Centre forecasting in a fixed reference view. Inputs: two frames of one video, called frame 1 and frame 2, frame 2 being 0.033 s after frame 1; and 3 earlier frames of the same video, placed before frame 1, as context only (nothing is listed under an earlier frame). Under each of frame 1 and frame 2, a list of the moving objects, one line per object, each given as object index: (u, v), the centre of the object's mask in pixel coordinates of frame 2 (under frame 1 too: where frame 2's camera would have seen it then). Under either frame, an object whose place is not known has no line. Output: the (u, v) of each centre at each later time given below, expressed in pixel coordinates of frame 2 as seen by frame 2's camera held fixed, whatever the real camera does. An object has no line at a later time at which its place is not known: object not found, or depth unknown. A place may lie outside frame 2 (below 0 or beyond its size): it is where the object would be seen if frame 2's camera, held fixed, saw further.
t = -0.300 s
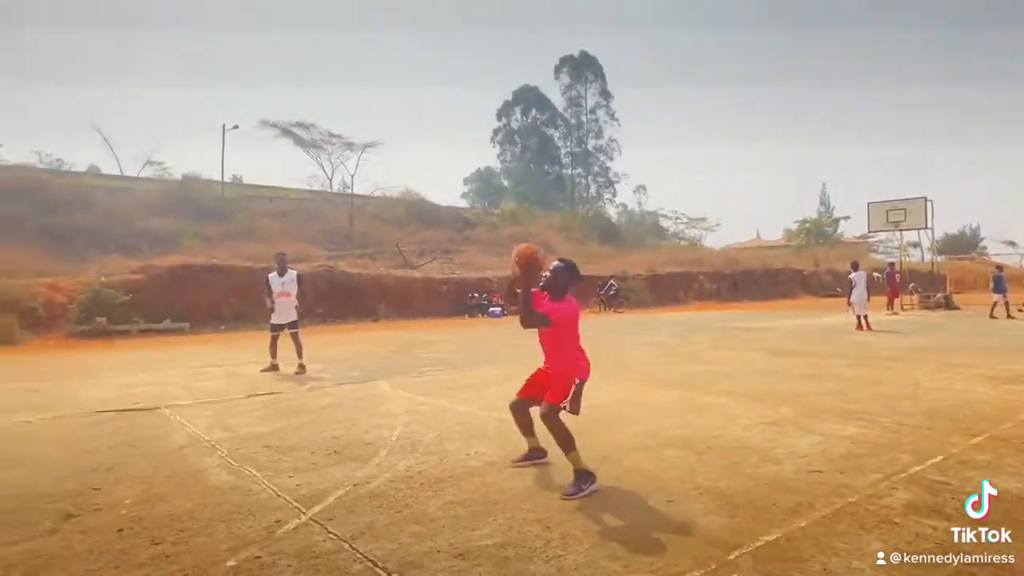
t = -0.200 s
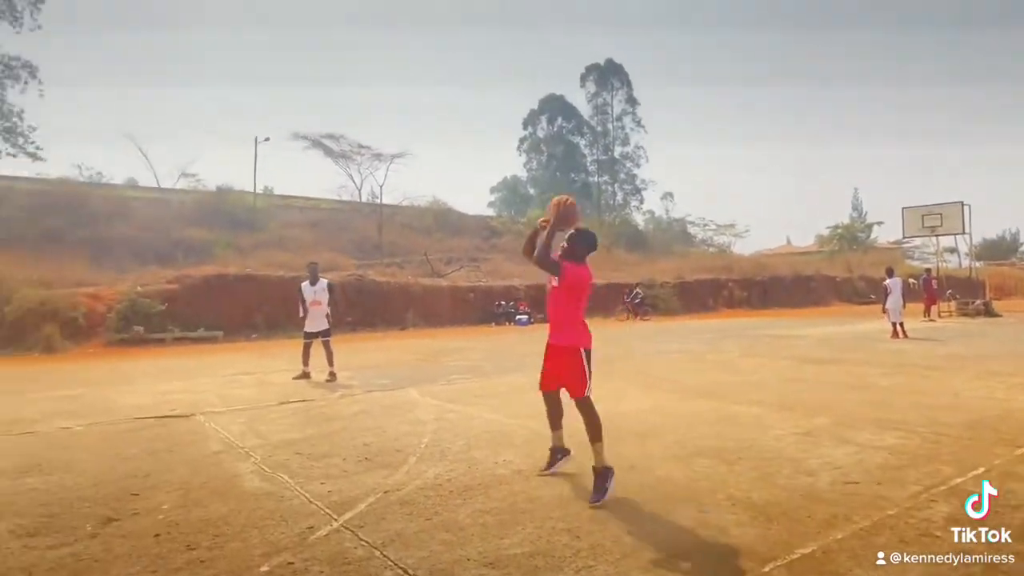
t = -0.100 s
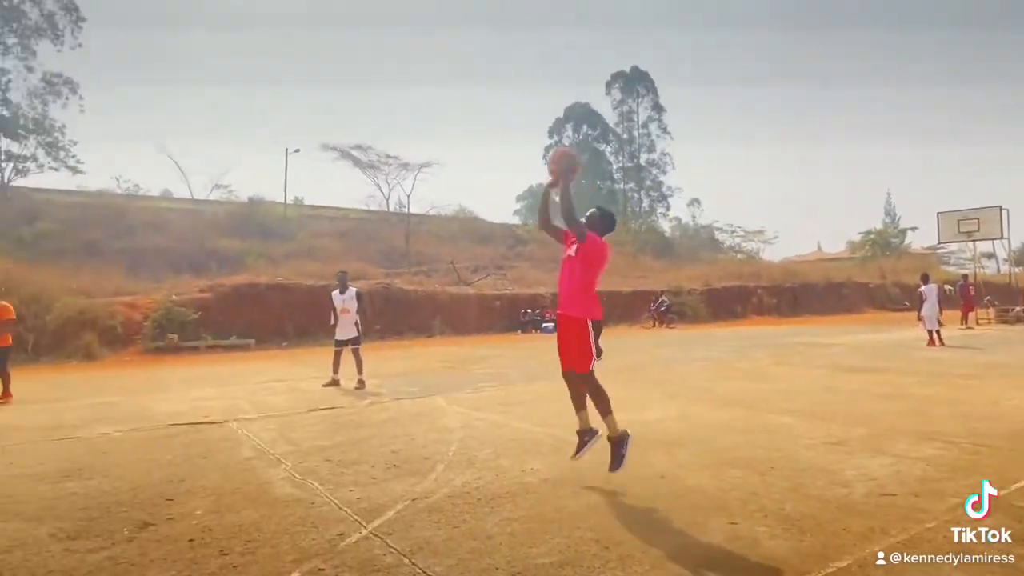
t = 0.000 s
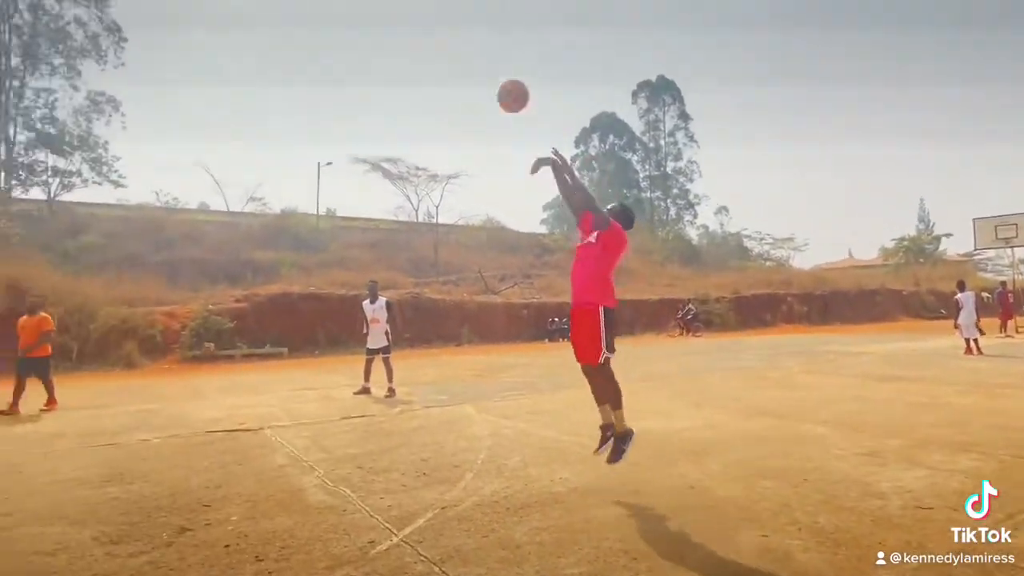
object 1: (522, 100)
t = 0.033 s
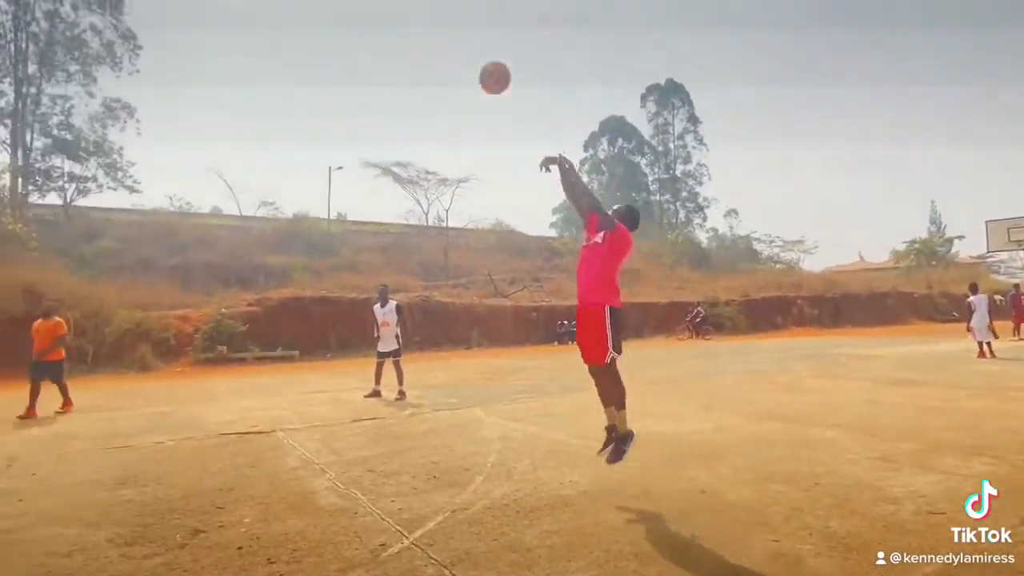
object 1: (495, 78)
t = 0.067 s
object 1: (468, 57)
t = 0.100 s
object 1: (442, 39)
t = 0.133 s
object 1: (418, 24)
